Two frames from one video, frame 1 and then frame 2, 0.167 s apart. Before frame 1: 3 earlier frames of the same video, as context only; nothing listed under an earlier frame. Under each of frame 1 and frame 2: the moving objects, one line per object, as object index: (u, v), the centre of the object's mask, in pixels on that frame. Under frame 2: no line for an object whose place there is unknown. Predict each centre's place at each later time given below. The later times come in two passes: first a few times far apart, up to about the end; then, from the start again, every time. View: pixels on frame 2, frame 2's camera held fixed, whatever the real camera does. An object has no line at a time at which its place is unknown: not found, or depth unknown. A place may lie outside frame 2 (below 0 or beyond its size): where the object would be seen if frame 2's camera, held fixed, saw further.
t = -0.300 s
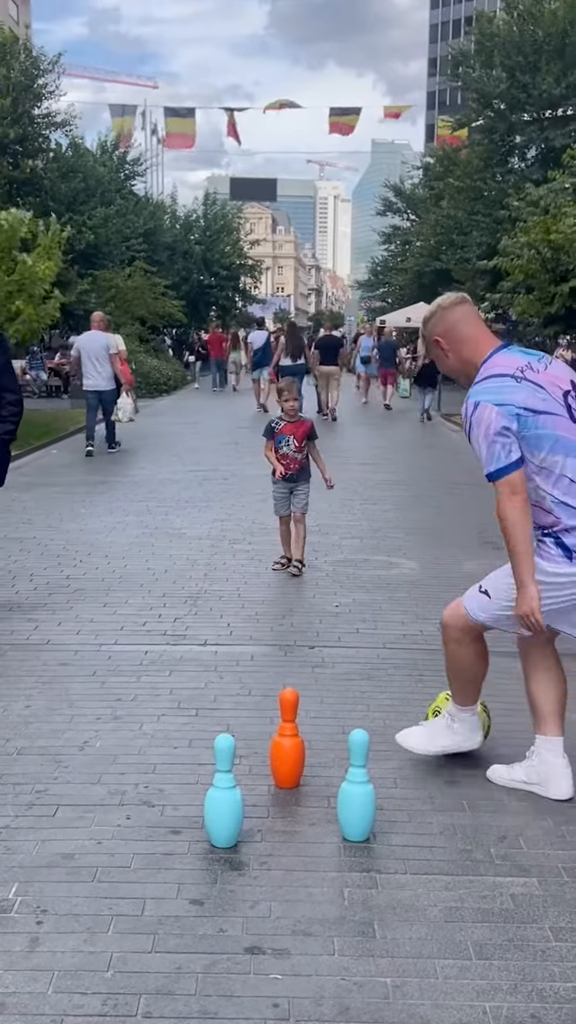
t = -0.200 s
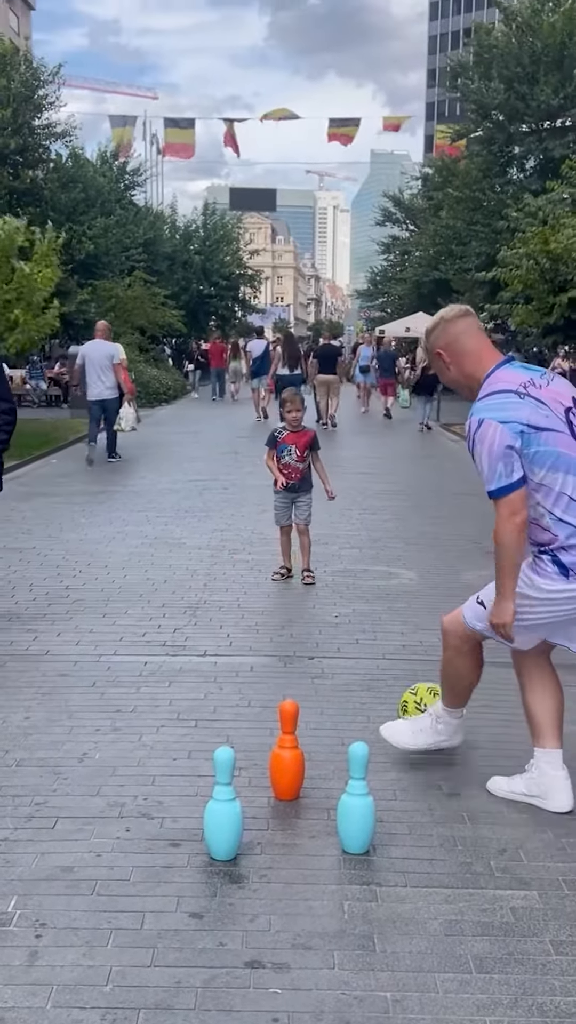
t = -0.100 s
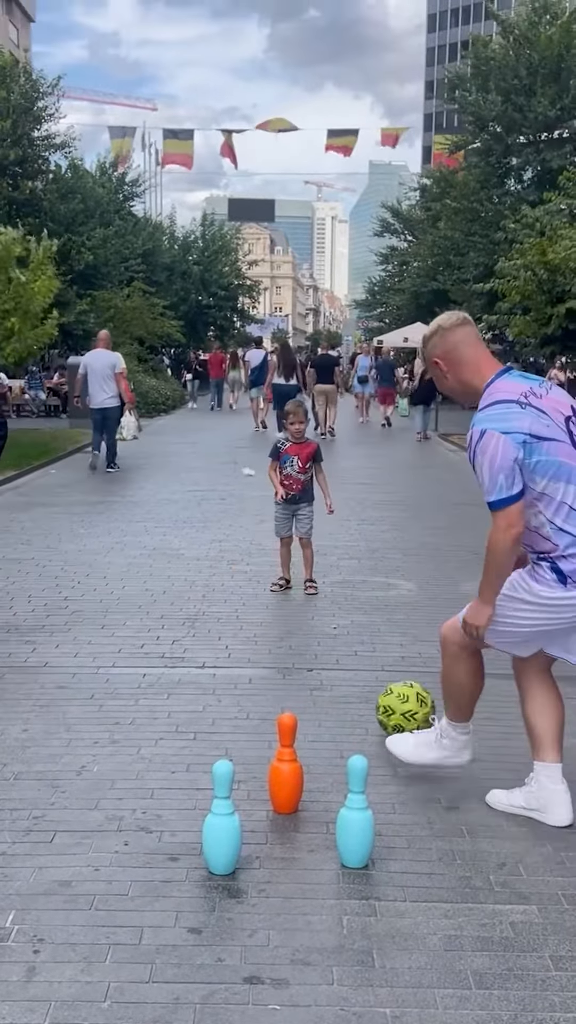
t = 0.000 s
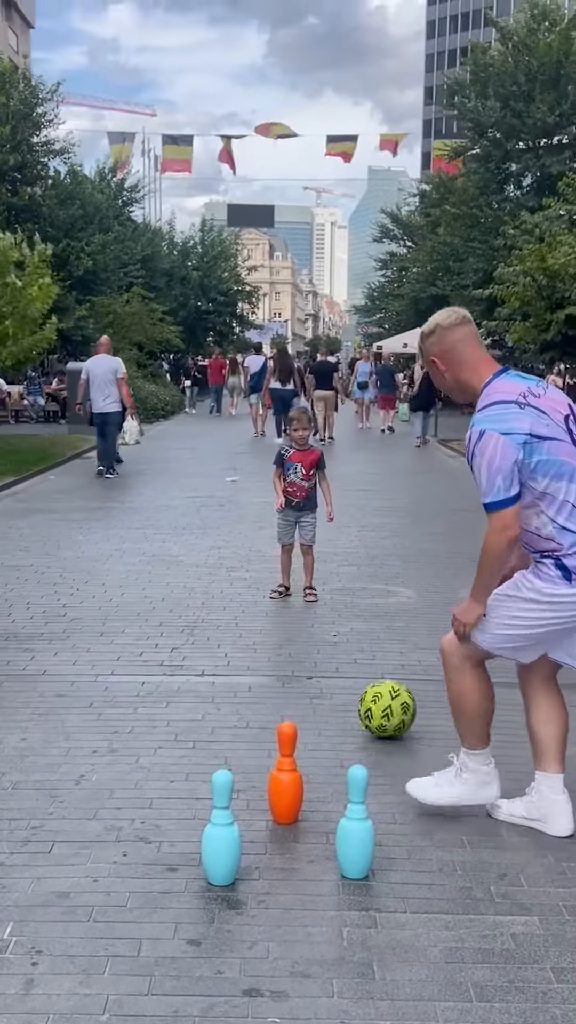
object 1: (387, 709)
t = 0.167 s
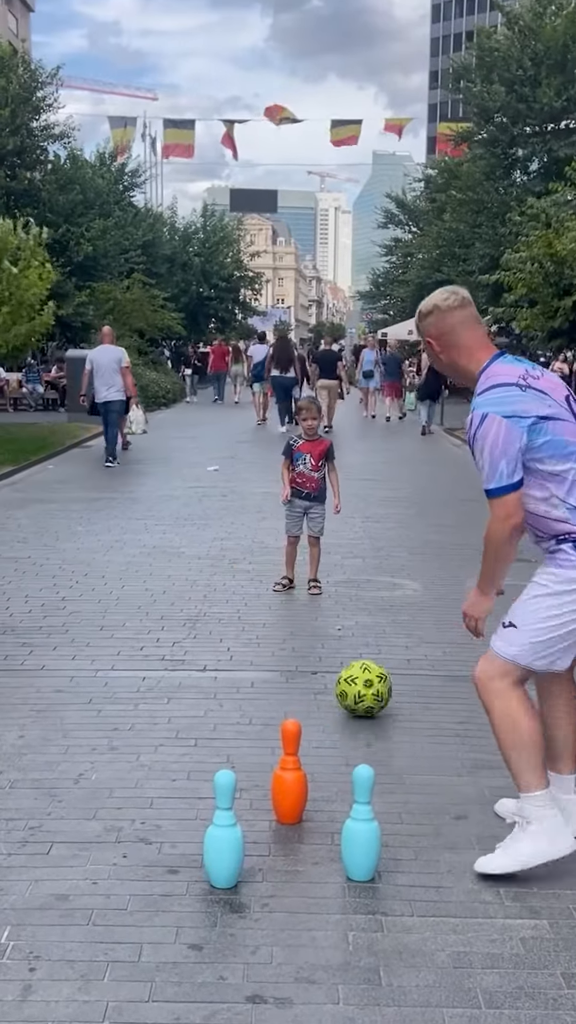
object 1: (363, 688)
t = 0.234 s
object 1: (352, 682)
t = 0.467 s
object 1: (318, 663)
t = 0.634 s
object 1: (295, 652)
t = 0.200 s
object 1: (358, 685)
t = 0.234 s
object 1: (352, 682)
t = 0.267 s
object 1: (348, 679)
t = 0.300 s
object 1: (342, 676)
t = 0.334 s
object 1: (337, 673)
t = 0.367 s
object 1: (333, 671)
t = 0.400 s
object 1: (328, 668)
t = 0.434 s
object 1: (323, 666)
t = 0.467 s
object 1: (318, 663)
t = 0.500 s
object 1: (313, 661)
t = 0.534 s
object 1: (309, 659)
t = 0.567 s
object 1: (304, 656)
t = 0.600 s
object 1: (299, 654)
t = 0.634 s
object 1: (295, 652)
